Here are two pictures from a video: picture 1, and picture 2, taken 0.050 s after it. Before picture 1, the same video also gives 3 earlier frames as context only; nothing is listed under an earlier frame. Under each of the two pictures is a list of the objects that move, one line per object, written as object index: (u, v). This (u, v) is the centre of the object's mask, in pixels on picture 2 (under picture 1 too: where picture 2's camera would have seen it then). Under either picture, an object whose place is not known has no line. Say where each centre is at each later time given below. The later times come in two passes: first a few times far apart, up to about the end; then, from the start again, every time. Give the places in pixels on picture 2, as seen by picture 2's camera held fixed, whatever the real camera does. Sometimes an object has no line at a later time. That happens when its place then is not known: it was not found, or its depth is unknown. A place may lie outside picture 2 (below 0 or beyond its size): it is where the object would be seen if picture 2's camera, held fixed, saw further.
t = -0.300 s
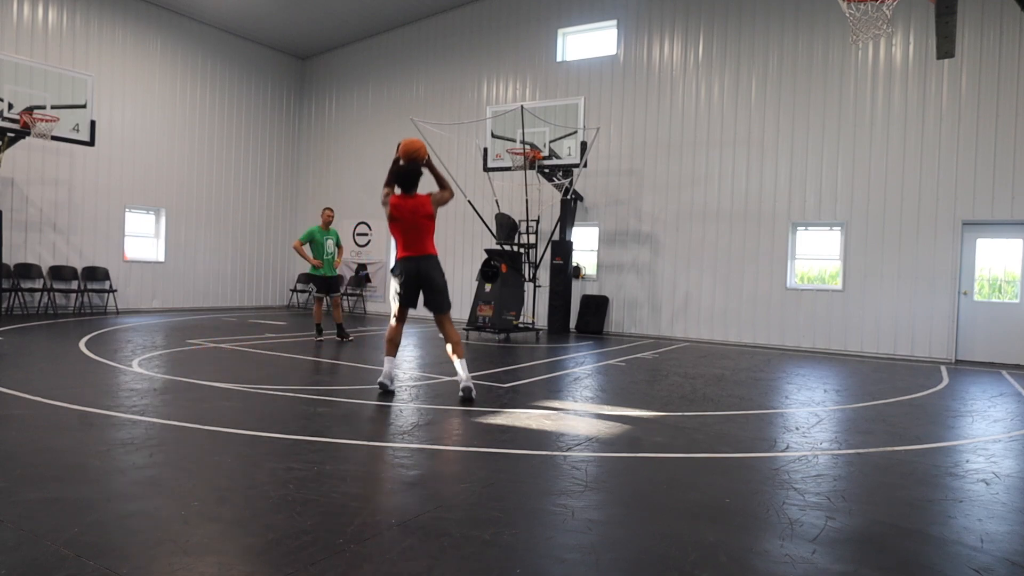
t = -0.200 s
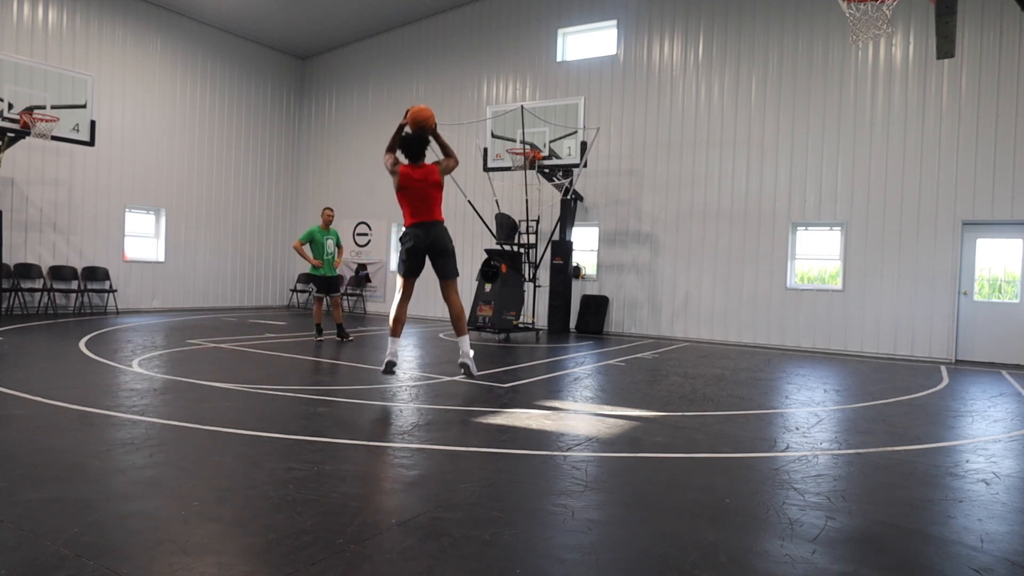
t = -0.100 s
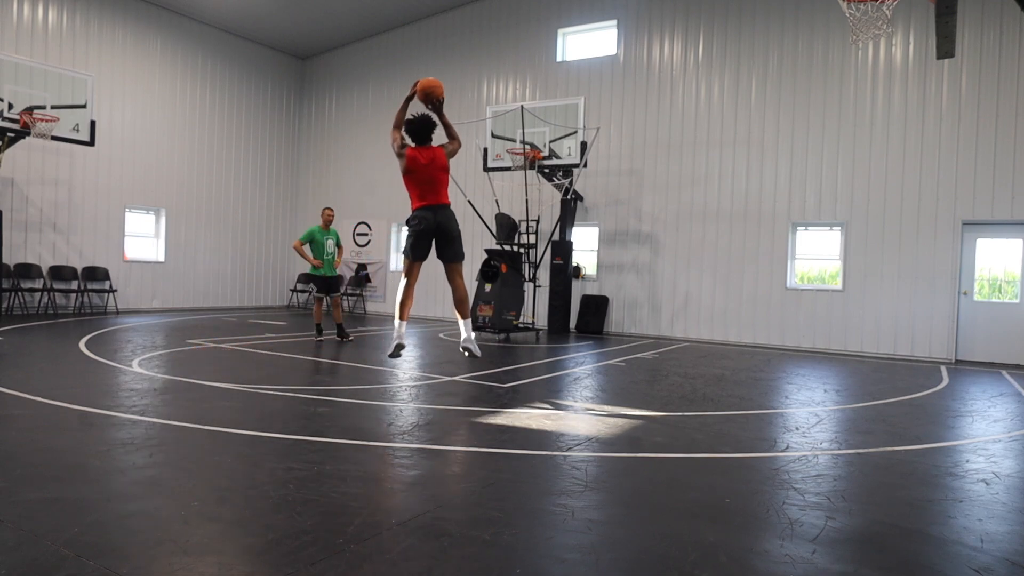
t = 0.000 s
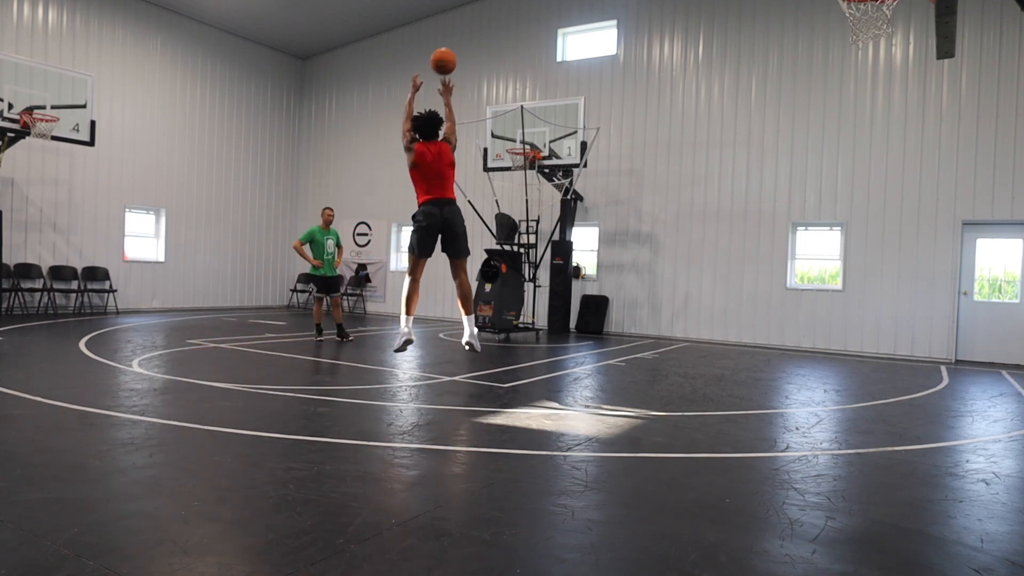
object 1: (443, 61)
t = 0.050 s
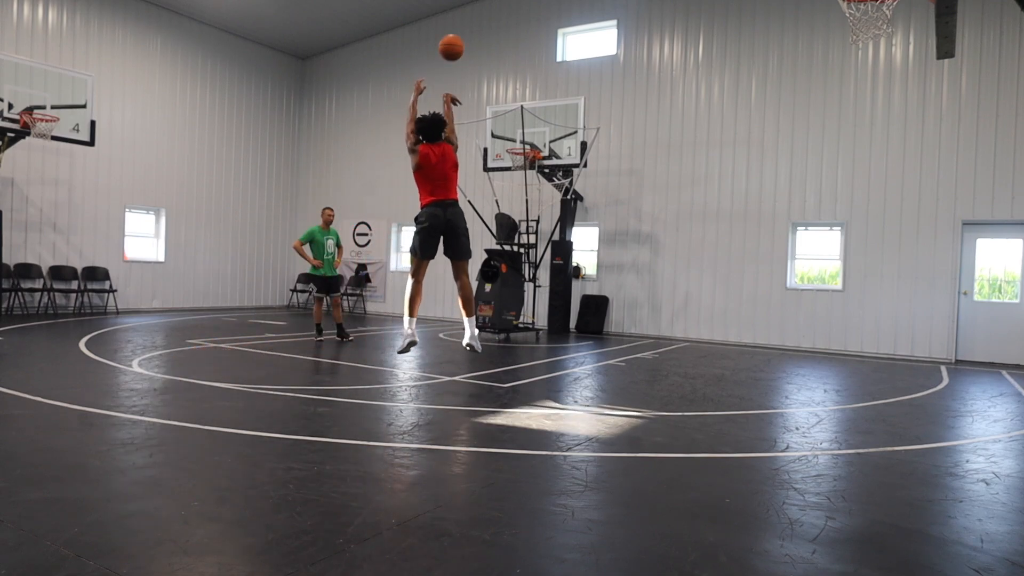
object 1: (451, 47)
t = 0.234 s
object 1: (475, 23)
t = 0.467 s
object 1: (496, 36)
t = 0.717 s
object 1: (512, 86)
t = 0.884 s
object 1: (520, 134)
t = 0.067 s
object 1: (454, 44)
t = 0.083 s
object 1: (456, 40)
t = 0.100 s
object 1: (458, 37)
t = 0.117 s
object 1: (461, 34)
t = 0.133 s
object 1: (463, 32)
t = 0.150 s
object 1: (465, 30)
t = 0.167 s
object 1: (467, 28)
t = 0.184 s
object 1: (469, 26)
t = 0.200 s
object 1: (471, 25)
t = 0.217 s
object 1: (473, 24)
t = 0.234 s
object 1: (475, 23)
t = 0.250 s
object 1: (477, 23)
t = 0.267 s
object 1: (479, 22)
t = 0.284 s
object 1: (480, 22)
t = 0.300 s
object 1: (482, 22)
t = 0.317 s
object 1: (484, 23)
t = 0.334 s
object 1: (485, 23)
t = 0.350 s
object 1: (487, 24)
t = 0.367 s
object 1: (488, 25)
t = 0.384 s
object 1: (490, 26)
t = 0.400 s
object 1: (491, 28)
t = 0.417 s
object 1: (492, 30)
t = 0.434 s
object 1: (494, 31)
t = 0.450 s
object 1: (495, 33)
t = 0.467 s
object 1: (496, 36)
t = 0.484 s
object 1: (498, 38)
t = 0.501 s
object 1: (499, 40)
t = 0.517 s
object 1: (500, 43)
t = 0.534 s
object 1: (501, 46)
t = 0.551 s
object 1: (502, 49)
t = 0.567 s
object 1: (503, 52)
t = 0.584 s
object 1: (504, 56)
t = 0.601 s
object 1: (506, 59)
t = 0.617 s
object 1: (507, 62)
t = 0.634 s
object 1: (508, 66)
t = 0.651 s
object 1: (509, 70)
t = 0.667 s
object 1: (510, 74)
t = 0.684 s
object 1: (511, 78)
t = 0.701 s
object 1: (511, 82)
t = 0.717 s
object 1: (512, 86)
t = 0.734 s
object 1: (513, 90)
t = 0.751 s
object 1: (514, 95)
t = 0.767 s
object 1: (515, 99)
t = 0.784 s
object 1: (515, 103)
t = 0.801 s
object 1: (516, 109)
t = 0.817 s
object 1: (517, 114)
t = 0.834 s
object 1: (518, 119)
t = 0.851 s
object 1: (518, 124)
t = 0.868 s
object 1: (519, 128)
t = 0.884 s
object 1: (520, 134)
